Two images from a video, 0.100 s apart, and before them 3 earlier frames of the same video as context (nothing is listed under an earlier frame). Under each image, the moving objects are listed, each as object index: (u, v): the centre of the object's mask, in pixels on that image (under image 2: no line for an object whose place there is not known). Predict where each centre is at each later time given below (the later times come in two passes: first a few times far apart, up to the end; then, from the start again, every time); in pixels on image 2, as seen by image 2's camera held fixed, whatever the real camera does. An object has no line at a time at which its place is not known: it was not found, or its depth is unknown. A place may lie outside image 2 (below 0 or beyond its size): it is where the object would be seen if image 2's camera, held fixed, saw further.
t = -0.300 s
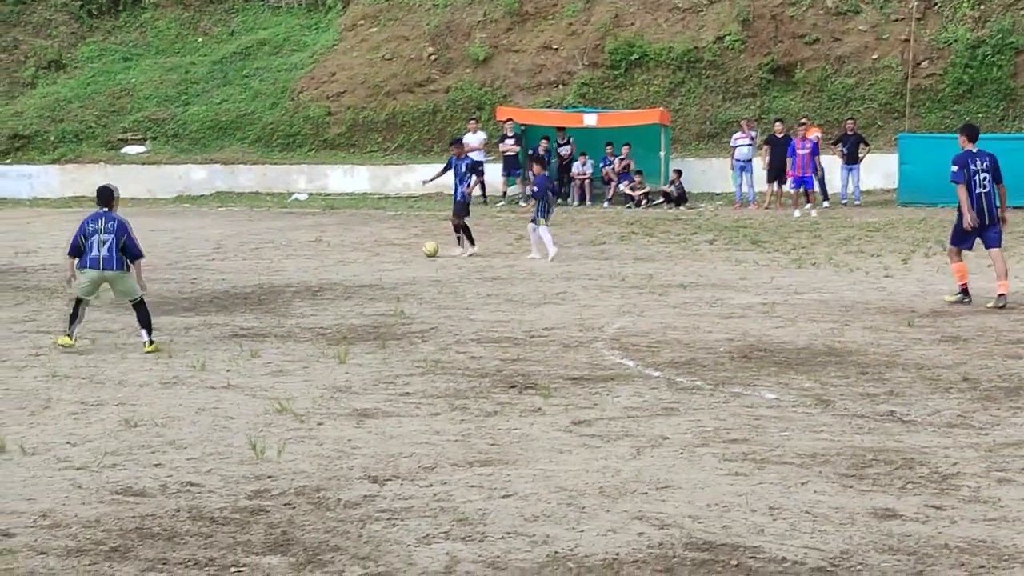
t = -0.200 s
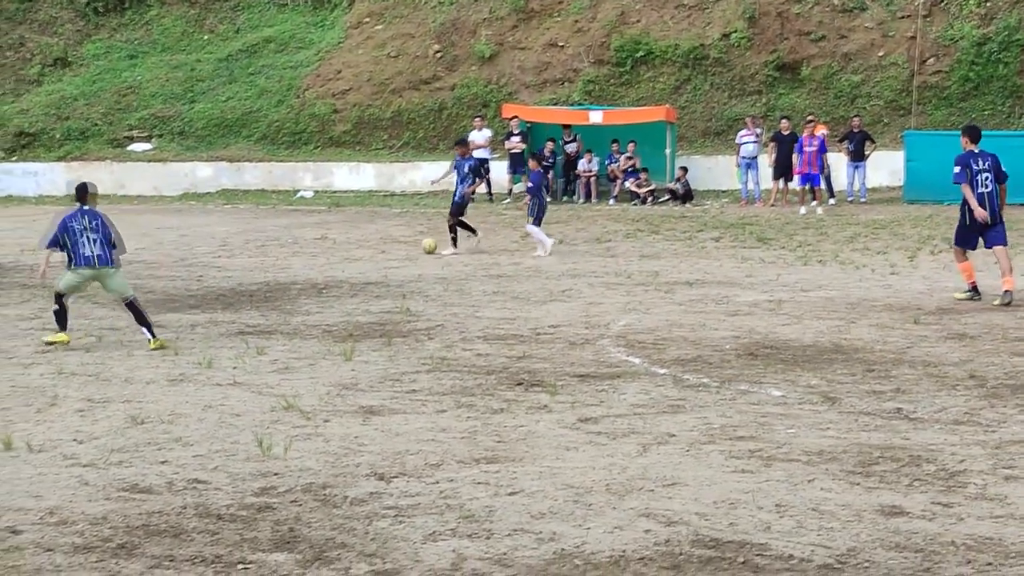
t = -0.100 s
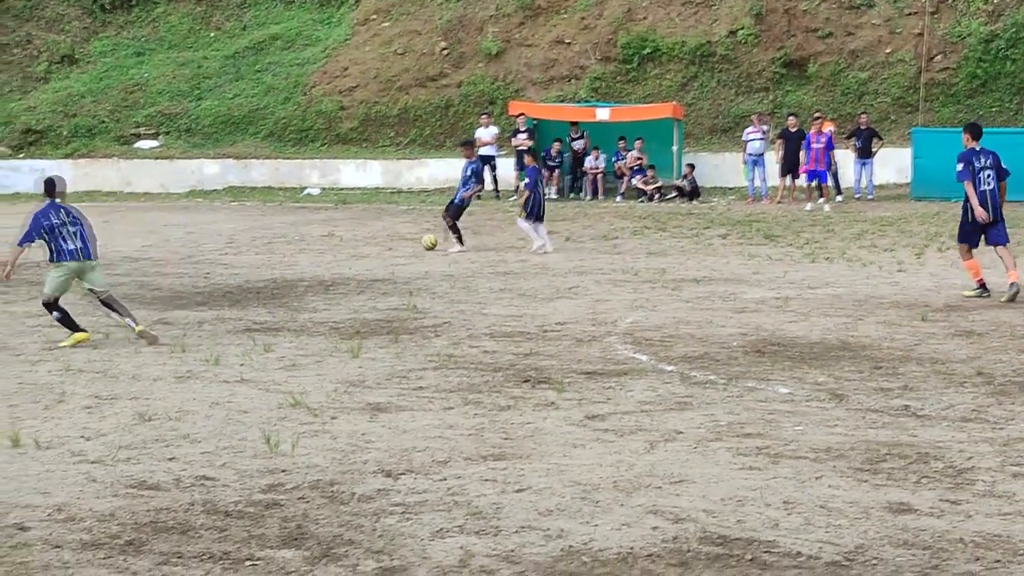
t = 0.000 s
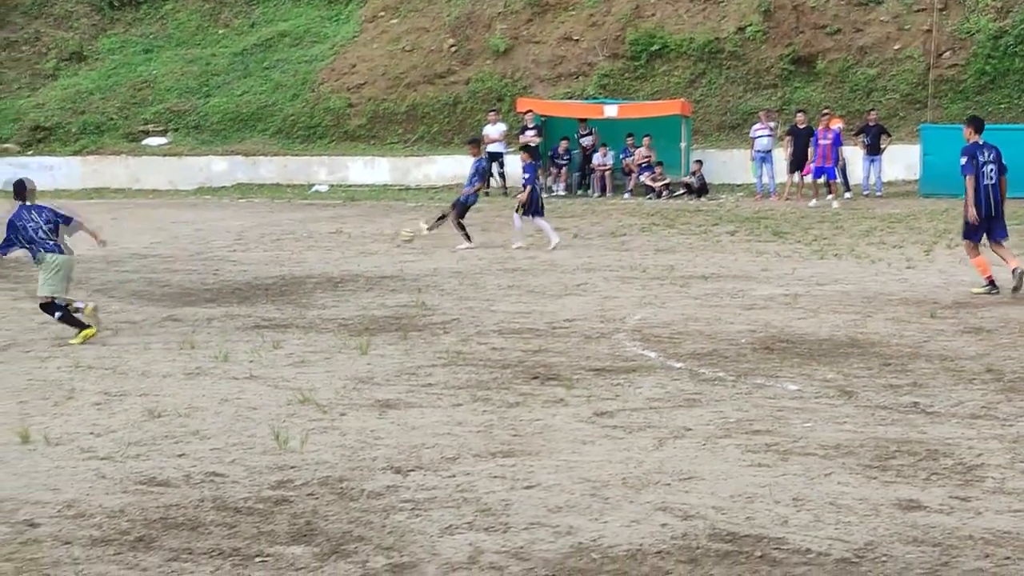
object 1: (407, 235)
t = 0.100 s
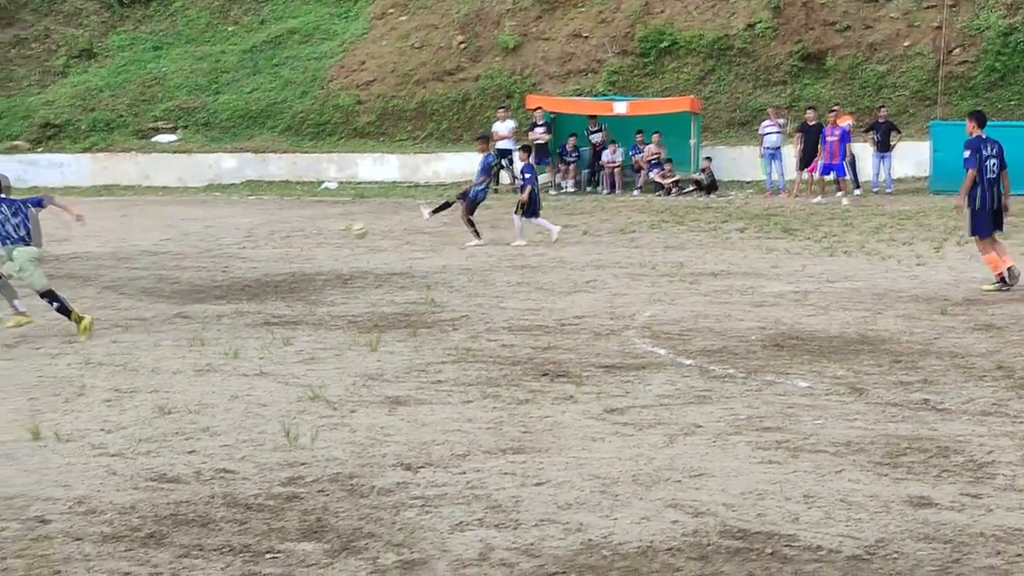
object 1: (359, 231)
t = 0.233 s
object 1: (284, 239)
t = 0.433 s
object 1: (195, 240)
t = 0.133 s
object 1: (340, 231)
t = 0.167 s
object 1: (321, 233)
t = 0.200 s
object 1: (302, 236)
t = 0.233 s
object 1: (284, 239)
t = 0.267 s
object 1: (265, 242)
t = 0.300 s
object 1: (251, 242)
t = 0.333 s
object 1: (238, 240)
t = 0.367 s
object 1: (223, 240)
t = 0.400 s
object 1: (209, 240)
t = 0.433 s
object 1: (195, 240)
